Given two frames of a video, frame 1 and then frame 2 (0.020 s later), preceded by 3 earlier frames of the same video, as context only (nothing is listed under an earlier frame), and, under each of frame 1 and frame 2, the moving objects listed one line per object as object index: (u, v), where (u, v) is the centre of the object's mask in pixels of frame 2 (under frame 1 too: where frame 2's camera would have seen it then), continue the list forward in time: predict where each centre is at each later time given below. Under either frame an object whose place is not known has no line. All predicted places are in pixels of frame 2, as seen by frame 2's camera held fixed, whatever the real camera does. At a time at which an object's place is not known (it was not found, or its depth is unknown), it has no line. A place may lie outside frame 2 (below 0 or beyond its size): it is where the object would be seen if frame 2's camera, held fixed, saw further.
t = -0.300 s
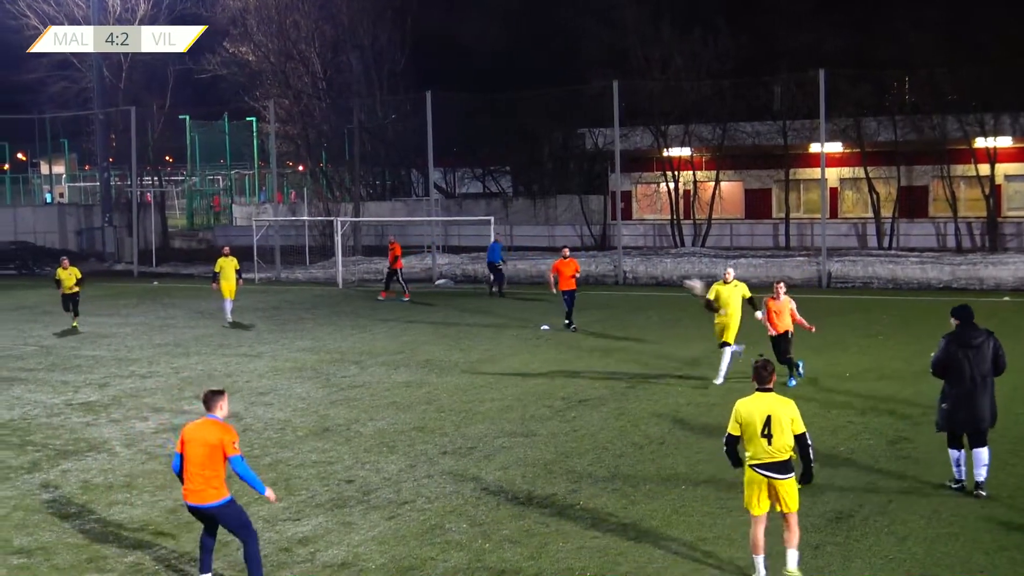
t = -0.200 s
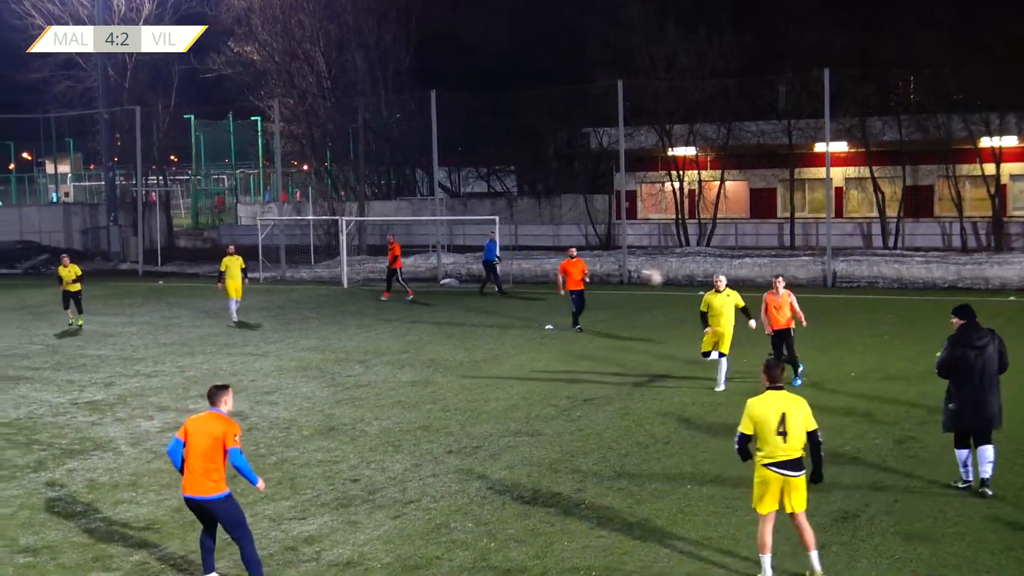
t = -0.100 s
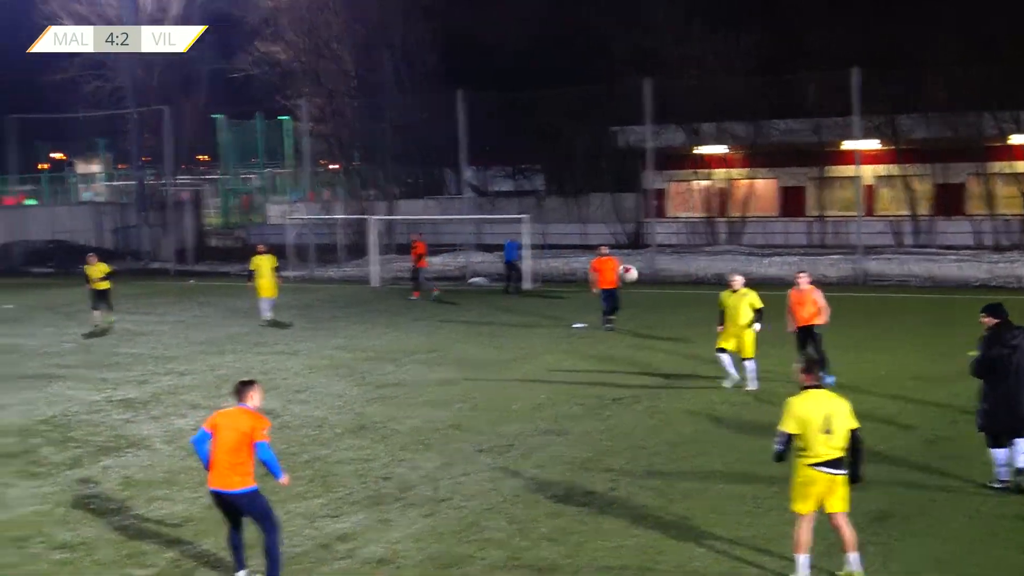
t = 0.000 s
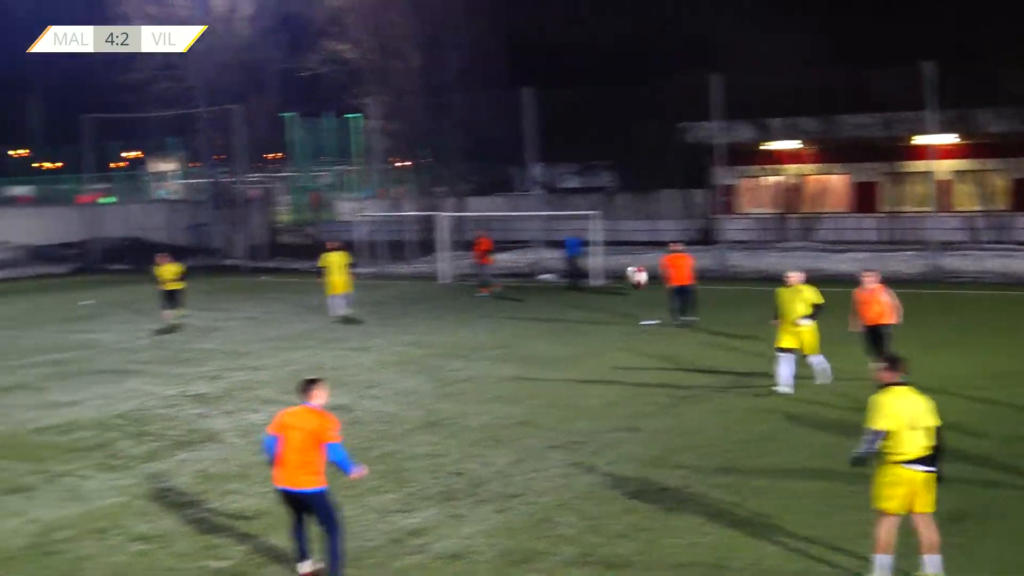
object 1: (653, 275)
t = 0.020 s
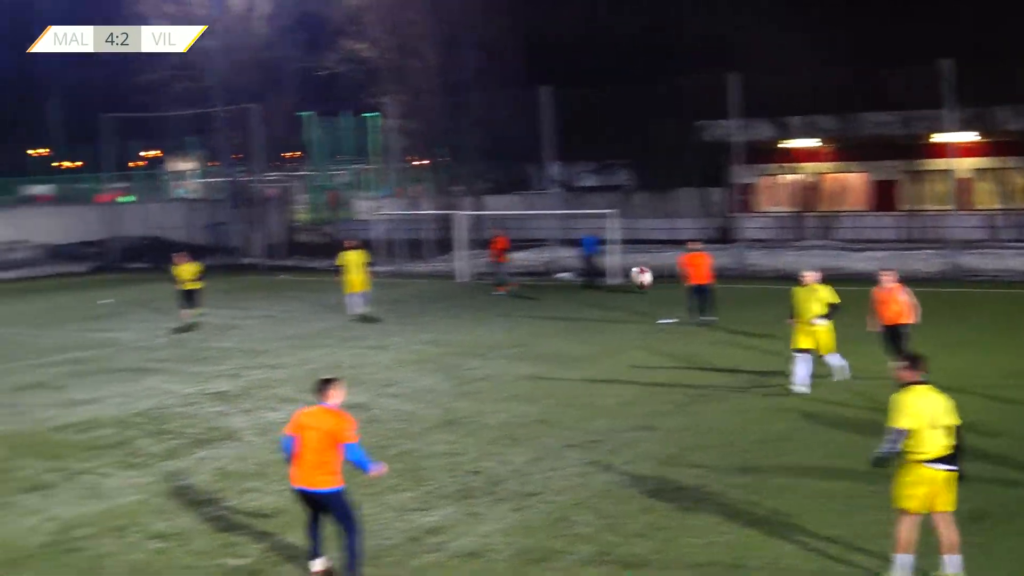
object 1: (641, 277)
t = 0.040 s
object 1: (629, 279)
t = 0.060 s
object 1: (616, 282)
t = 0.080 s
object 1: (603, 285)
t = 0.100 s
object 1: (590, 289)
